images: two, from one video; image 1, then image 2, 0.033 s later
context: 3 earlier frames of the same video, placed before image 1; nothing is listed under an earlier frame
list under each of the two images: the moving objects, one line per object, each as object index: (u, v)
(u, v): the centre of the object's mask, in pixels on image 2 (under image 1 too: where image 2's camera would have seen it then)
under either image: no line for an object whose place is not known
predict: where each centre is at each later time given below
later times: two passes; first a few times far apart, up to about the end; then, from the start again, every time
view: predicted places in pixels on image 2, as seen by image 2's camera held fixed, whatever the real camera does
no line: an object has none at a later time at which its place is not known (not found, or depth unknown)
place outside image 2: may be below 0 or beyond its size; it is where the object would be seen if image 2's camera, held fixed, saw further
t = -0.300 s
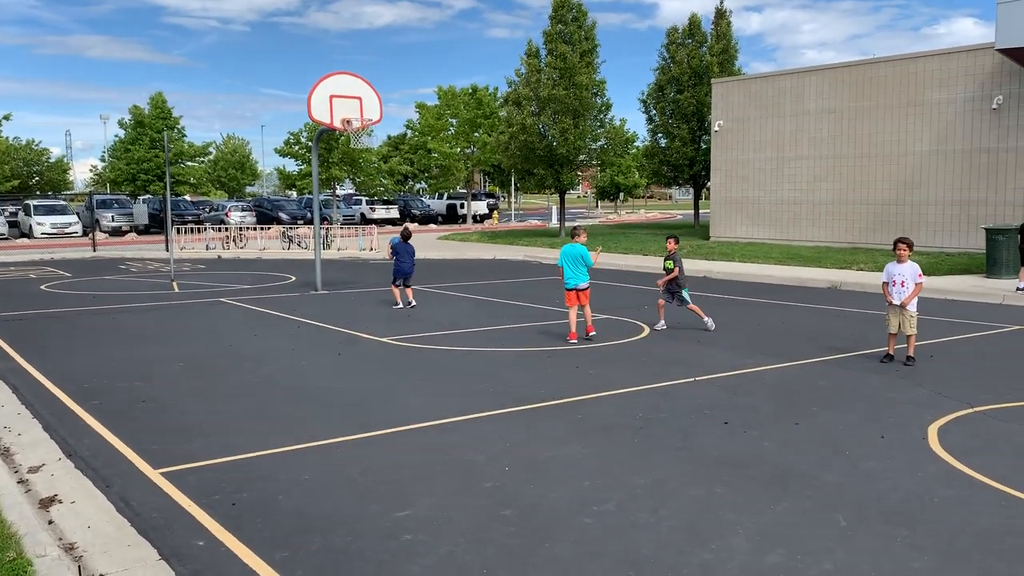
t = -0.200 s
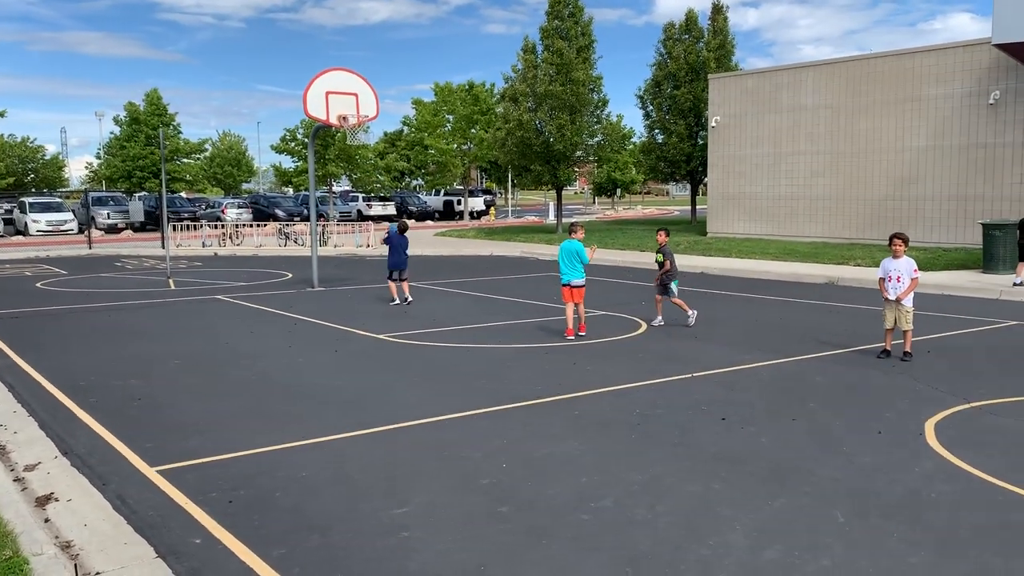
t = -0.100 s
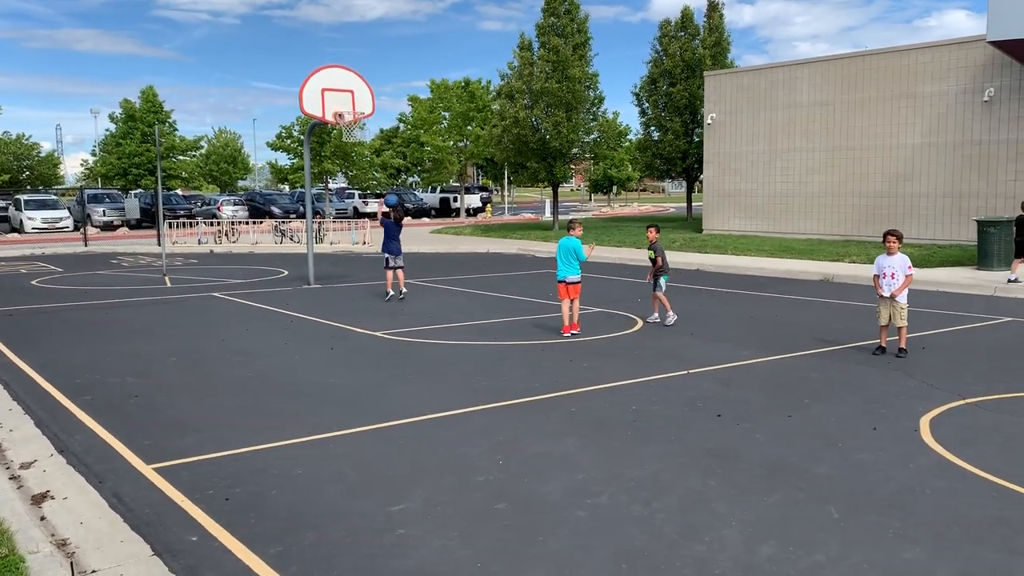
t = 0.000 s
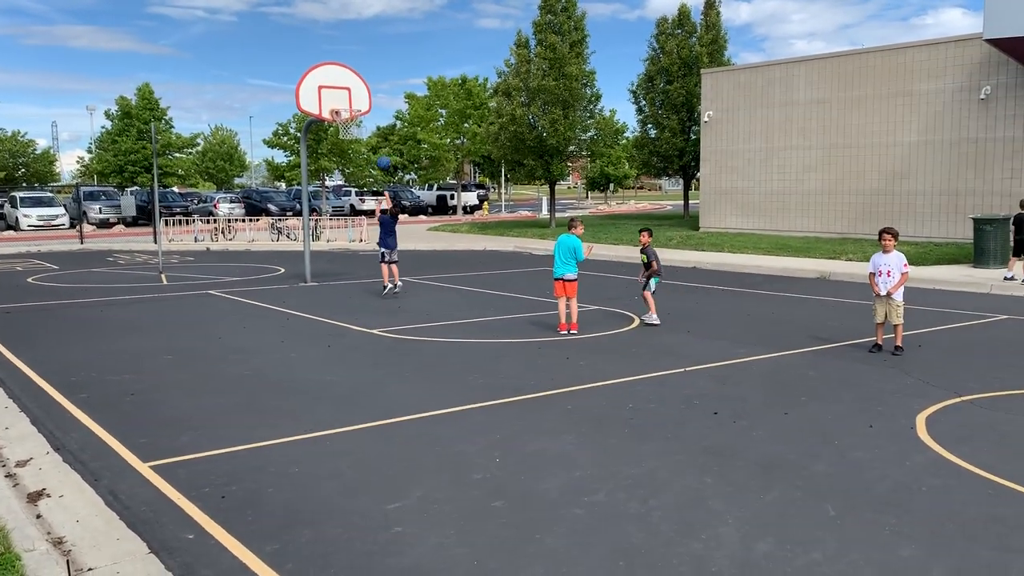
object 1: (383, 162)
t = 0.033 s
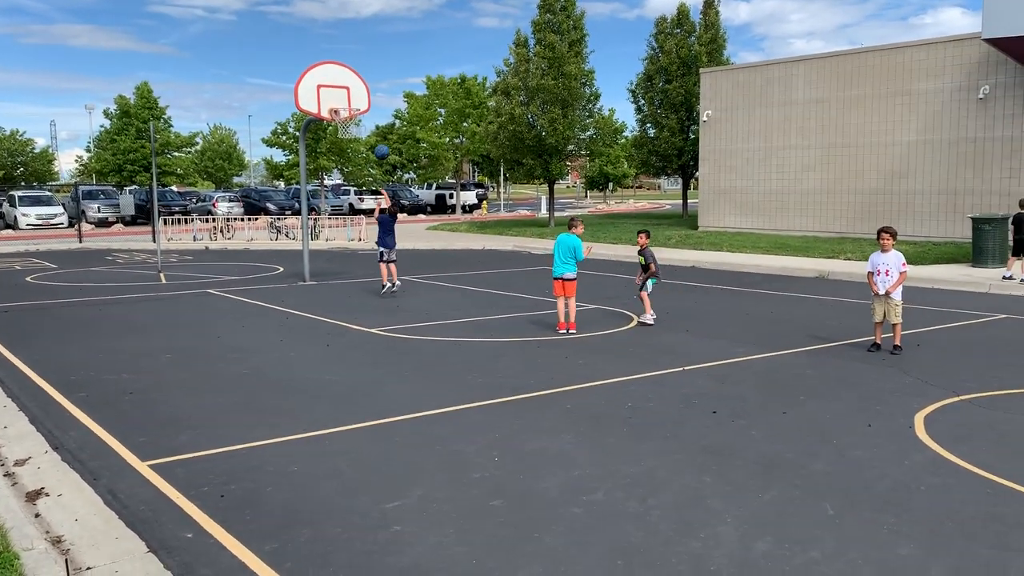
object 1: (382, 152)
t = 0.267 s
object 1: (374, 99)
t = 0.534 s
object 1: (366, 81)
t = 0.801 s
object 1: (364, 100)
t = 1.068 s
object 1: (391, 101)
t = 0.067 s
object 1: (380, 142)
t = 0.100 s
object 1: (379, 134)
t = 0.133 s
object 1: (378, 125)
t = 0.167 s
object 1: (377, 117)
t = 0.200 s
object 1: (376, 111)
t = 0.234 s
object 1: (375, 105)
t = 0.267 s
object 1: (374, 99)
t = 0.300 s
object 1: (373, 94)
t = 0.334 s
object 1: (371, 90)
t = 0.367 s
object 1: (370, 87)
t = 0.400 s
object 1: (370, 84)
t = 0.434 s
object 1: (369, 83)
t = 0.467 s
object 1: (368, 81)
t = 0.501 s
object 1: (367, 81)
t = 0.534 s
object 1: (366, 81)
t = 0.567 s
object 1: (366, 82)
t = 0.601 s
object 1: (365, 83)
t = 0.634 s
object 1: (364, 86)
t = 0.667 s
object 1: (363, 89)
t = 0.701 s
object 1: (363, 92)
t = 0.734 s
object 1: (362, 96)
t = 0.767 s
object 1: (361, 101)
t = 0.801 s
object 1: (364, 100)
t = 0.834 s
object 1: (367, 98)
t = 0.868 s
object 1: (371, 97)
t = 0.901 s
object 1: (374, 96)
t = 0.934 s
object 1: (377, 96)
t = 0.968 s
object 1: (381, 96)
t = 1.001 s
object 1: (384, 97)
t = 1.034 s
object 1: (387, 98)
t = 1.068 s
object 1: (391, 101)
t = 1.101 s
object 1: (394, 104)
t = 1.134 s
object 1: (398, 108)
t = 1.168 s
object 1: (401, 112)
